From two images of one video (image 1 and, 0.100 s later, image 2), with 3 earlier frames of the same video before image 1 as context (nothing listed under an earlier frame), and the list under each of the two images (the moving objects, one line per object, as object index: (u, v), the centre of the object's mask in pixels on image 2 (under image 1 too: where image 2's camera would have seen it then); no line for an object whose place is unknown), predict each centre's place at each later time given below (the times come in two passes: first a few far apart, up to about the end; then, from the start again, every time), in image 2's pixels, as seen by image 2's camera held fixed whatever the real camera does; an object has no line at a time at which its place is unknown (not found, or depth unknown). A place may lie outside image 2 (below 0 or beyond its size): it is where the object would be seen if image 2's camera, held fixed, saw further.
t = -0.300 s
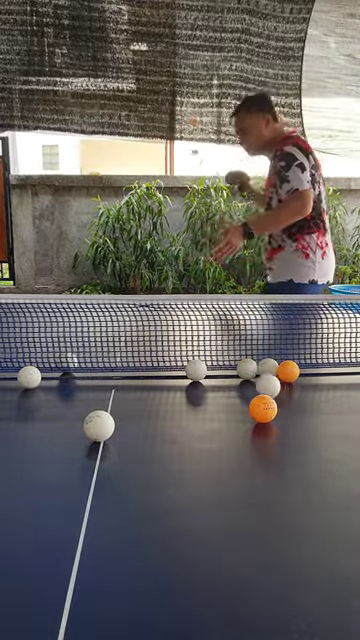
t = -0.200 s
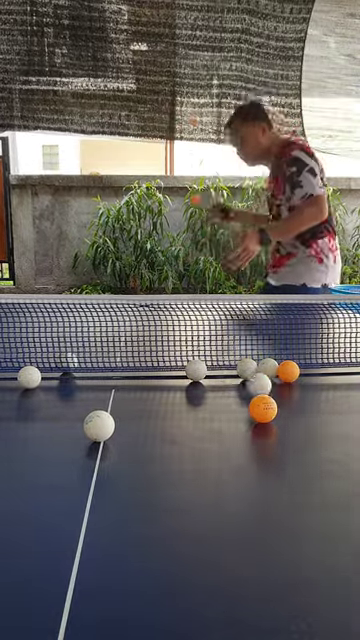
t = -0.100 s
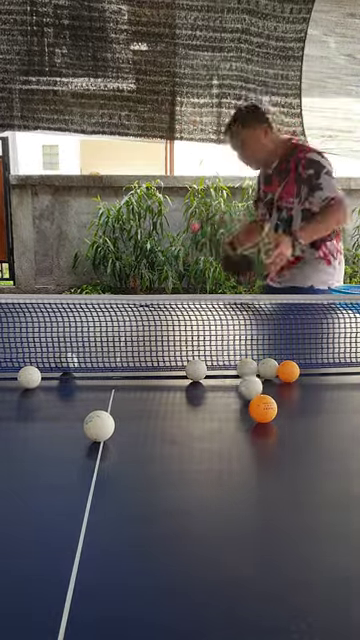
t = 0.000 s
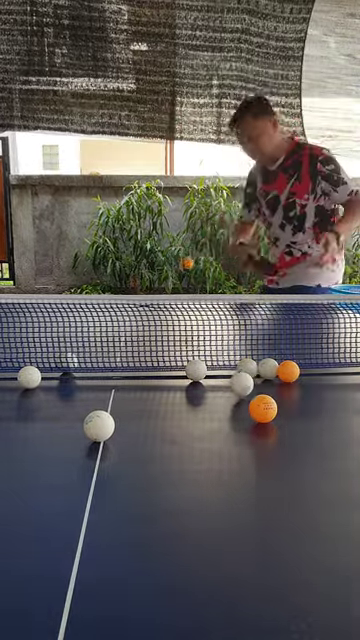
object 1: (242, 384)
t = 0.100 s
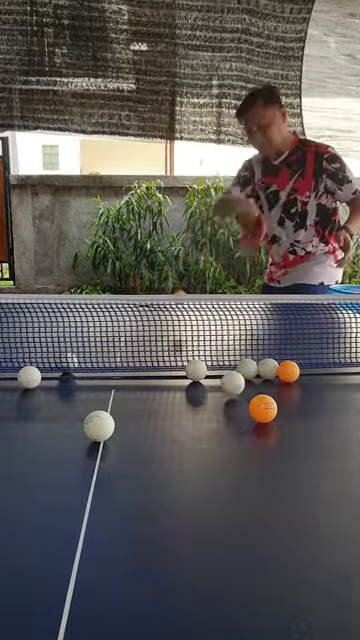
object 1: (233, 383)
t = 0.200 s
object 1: (224, 383)
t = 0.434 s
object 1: (206, 381)
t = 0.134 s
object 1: (230, 385)
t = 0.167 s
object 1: (227, 383)
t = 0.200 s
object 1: (224, 383)
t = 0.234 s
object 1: (221, 383)
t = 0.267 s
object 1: (219, 382)
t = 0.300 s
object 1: (216, 382)
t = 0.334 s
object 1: (214, 381)
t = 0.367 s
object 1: (211, 381)
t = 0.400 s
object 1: (209, 381)
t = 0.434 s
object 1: (206, 381)
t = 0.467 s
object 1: (203, 380)
